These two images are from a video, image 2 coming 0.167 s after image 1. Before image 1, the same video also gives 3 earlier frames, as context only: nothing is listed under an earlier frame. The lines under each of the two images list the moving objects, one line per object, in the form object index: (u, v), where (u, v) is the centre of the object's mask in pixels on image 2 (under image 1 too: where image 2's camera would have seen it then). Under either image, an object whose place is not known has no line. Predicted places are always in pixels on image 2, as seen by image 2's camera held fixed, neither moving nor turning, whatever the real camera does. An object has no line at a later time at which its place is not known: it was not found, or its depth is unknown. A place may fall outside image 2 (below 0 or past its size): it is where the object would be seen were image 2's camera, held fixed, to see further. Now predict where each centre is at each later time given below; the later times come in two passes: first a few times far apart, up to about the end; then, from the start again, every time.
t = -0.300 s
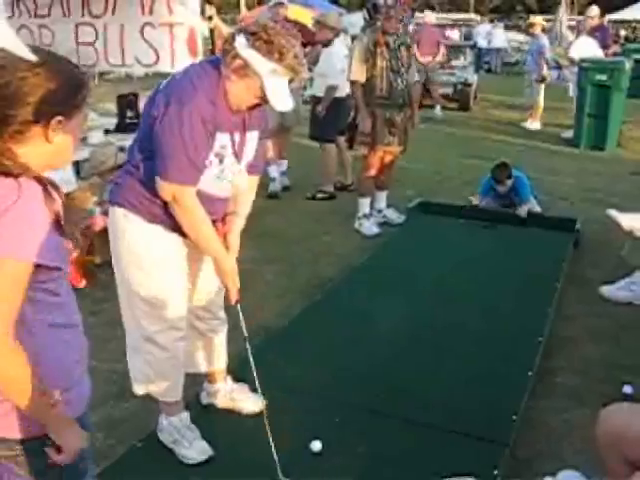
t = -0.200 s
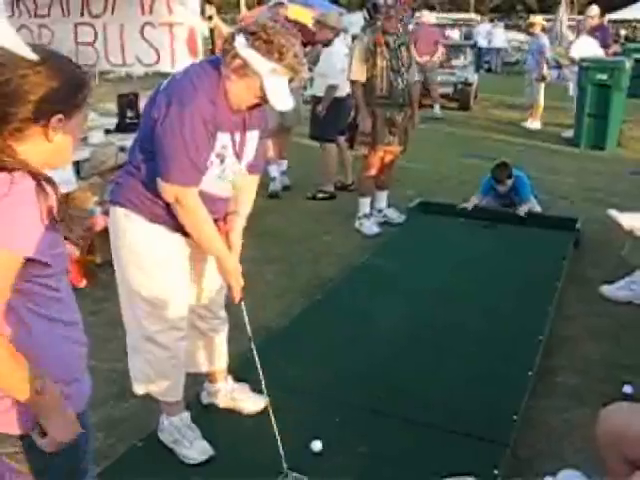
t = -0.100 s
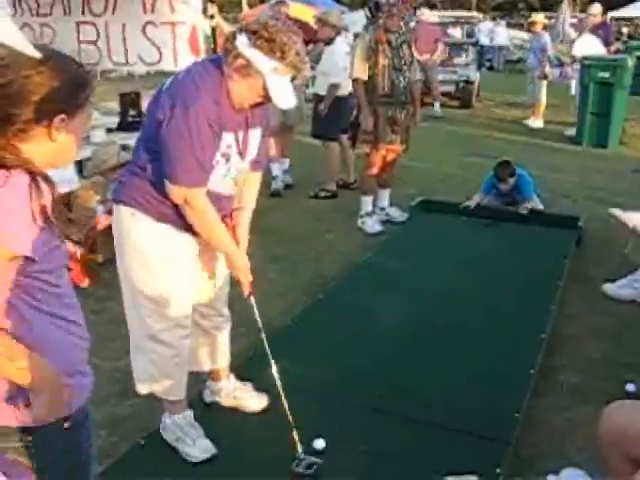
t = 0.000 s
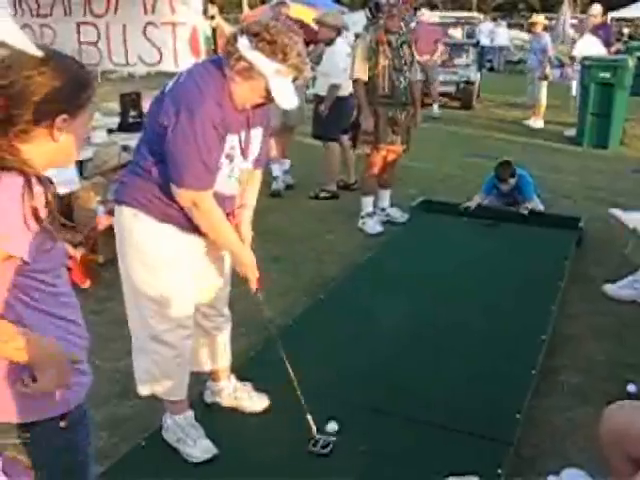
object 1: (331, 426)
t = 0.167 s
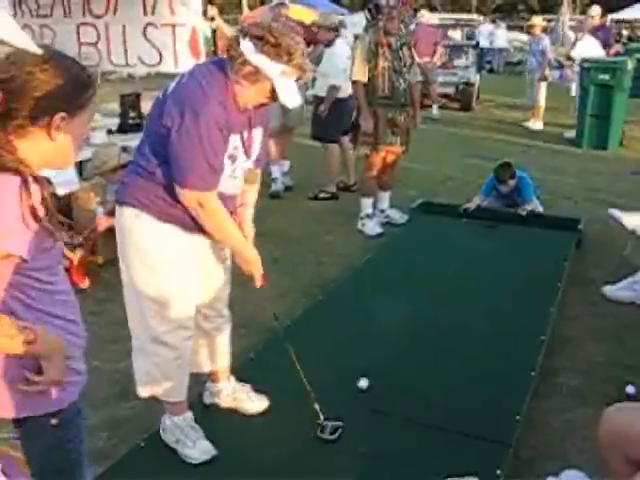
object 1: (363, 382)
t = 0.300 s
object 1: (382, 359)
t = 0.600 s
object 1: (413, 317)
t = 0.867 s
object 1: (435, 287)
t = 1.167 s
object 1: (454, 264)
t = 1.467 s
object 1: (469, 245)
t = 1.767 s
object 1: (482, 231)
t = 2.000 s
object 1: (492, 227)
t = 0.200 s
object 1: (367, 377)
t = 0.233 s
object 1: (372, 371)
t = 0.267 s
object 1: (377, 365)
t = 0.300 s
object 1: (382, 359)
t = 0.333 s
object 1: (386, 353)
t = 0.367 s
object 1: (389, 348)
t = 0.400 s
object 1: (393, 343)
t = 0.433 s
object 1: (396, 338)
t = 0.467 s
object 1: (400, 334)
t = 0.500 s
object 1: (404, 330)
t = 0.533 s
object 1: (407, 325)
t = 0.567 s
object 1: (410, 321)
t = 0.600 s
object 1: (413, 317)
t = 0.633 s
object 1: (416, 313)
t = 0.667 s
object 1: (419, 309)
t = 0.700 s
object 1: (422, 305)
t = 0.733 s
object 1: (425, 302)
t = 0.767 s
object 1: (427, 299)
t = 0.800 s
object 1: (431, 294)
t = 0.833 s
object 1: (433, 291)
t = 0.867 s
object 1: (435, 287)
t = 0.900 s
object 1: (438, 284)
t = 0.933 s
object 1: (440, 282)
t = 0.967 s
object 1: (442, 279)
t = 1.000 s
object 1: (443, 276)
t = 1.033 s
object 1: (446, 274)
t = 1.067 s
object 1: (448, 271)
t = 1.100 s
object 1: (450, 269)
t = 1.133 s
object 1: (452, 266)
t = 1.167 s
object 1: (454, 264)
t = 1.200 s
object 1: (456, 262)
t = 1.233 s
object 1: (457, 259)
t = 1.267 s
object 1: (459, 257)
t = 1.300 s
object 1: (461, 255)
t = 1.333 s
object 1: (462, 253)
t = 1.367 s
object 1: (464, 251)
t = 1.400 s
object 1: (466, 249)
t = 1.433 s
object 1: (467, 248)
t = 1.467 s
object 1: (469, 245)
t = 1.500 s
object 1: (471, 244)
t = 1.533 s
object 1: (472, 242)
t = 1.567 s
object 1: (473, 240)
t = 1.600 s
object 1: (475, 238)
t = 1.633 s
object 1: (476, 237)
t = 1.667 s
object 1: (478, 235)
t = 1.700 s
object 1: (479, 234)
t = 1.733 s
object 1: (481, 232)
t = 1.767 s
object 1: (482, 231)
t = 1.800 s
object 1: (483, 229)
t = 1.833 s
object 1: (485, 228)
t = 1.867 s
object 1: (486, 227)
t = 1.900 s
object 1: (487, 226)
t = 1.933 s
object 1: (489, 225)
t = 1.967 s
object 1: (490, 226)
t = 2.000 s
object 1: (492, 227)
